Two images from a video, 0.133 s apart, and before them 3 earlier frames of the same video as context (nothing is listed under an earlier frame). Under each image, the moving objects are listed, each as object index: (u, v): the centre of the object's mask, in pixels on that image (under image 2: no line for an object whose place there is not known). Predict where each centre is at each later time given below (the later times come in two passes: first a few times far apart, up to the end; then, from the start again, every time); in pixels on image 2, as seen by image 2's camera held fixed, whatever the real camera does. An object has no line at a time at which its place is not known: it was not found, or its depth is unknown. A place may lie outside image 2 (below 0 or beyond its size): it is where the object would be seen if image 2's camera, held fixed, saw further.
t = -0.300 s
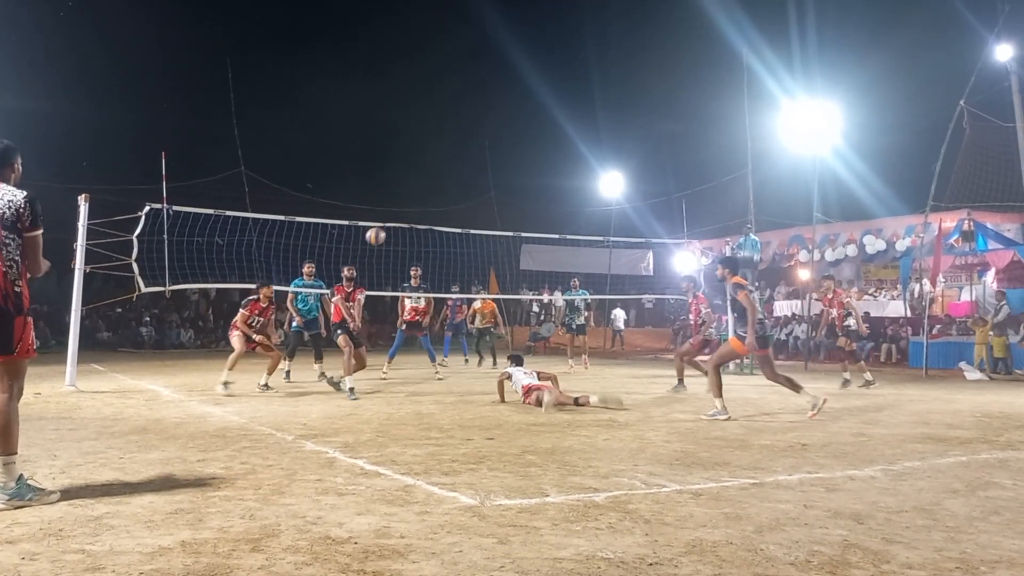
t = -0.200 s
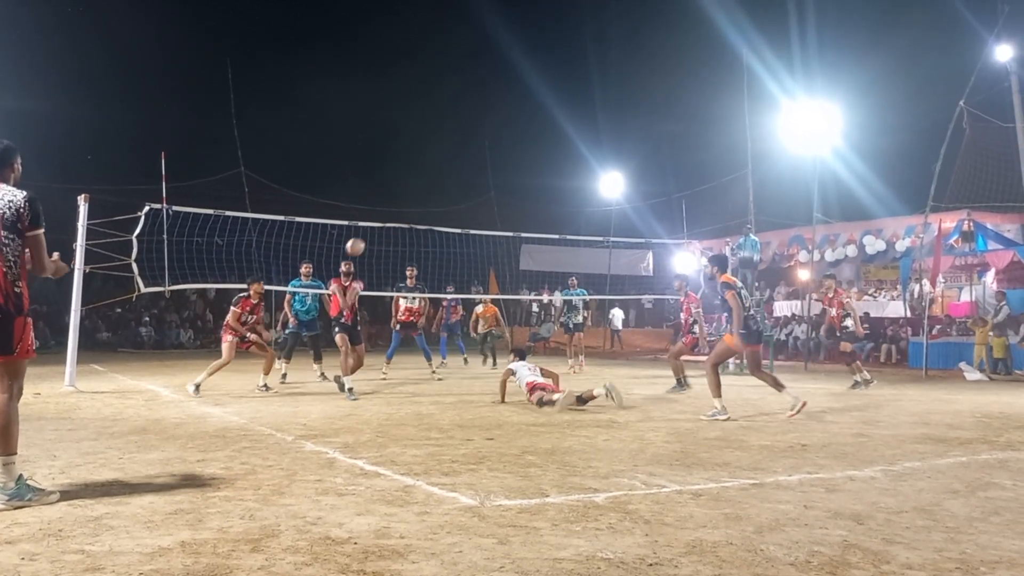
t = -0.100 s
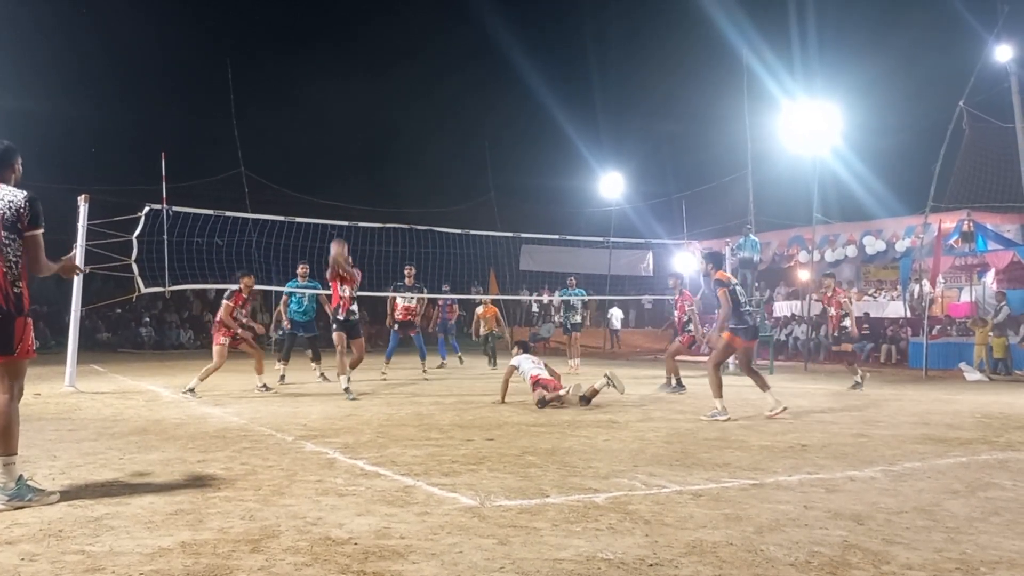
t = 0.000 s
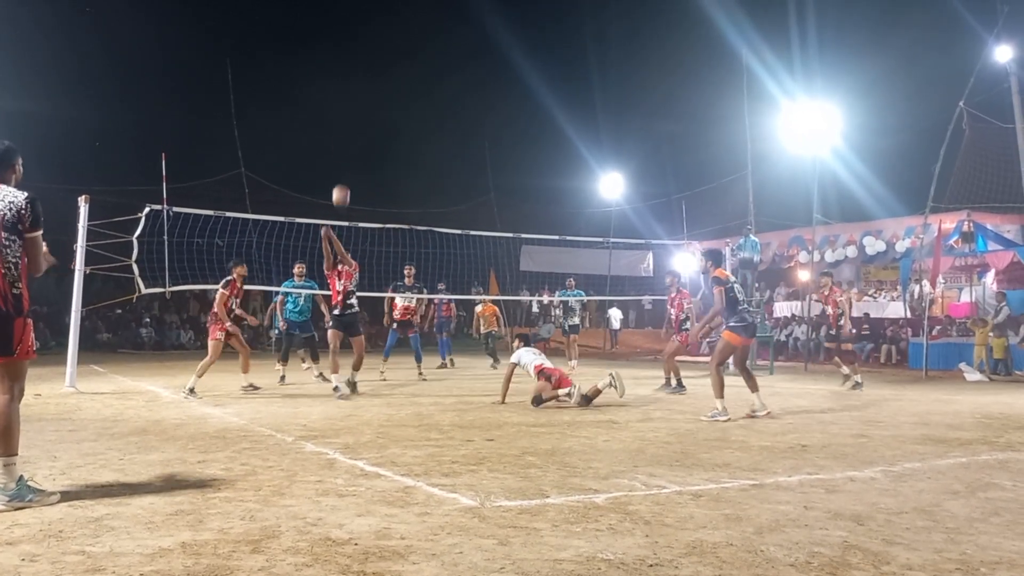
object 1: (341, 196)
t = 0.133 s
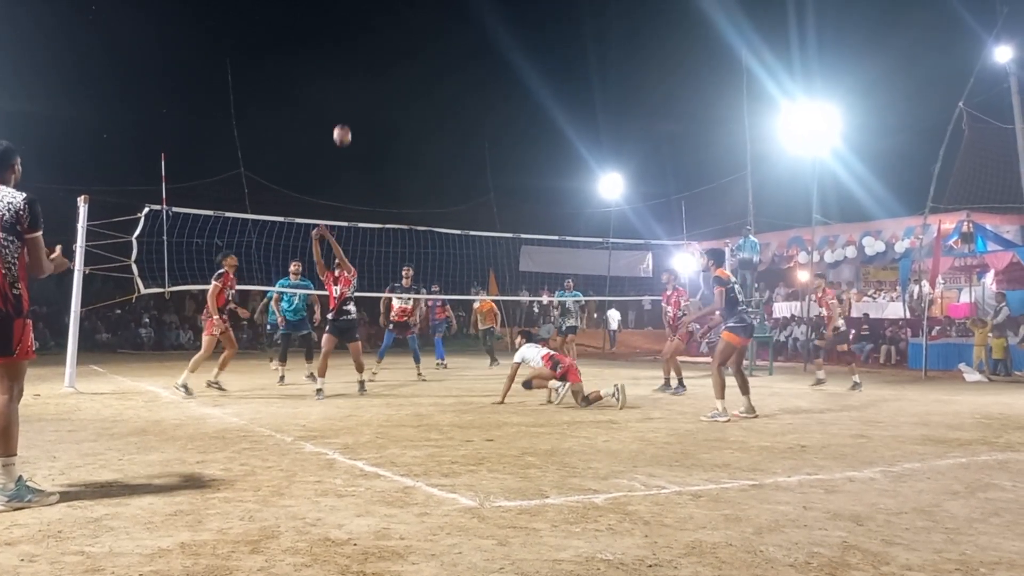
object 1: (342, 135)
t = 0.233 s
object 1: (344, 100)
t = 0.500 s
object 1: (347, 43)
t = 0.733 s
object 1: (350, 38)
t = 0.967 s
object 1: (352, 74)
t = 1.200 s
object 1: (354, 148)
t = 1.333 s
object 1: (353, 208)
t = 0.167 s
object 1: (343, 123)
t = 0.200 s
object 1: (344, 111)
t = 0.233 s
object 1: (344, 100)
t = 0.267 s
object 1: (344, 90)
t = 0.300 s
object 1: (345, 80)
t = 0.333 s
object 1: (345, 72)
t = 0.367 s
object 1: (346, 65)
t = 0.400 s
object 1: (346, 58)
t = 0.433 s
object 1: (347, 53)
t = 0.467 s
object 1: (347, 48)
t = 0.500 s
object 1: (347, 43)
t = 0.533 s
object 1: (348, 40)
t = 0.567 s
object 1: (348, 38)
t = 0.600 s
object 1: (349, 36)
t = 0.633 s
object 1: (349, 36)
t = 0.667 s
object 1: (349, 36)
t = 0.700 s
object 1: (350, 36)
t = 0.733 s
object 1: (350, 38)
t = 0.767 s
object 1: (350, 41)
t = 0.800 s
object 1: (351, 44)
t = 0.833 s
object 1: (351, 48)
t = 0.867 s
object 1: (351, 54)
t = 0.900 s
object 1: (352, 59)
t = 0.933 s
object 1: (352, 66)
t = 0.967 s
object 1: (352, 74)
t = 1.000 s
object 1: (352, 82)
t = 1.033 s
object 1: (352, 91)
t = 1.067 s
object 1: (353, 101)
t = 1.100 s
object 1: (353, 111)
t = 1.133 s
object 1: (353, 123)
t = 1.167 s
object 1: (353, 135)
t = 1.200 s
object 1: (354, 148)
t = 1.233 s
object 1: (354, 162)
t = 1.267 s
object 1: (354, 176)
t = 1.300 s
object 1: (354, 192)
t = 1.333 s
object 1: (353, 208)
